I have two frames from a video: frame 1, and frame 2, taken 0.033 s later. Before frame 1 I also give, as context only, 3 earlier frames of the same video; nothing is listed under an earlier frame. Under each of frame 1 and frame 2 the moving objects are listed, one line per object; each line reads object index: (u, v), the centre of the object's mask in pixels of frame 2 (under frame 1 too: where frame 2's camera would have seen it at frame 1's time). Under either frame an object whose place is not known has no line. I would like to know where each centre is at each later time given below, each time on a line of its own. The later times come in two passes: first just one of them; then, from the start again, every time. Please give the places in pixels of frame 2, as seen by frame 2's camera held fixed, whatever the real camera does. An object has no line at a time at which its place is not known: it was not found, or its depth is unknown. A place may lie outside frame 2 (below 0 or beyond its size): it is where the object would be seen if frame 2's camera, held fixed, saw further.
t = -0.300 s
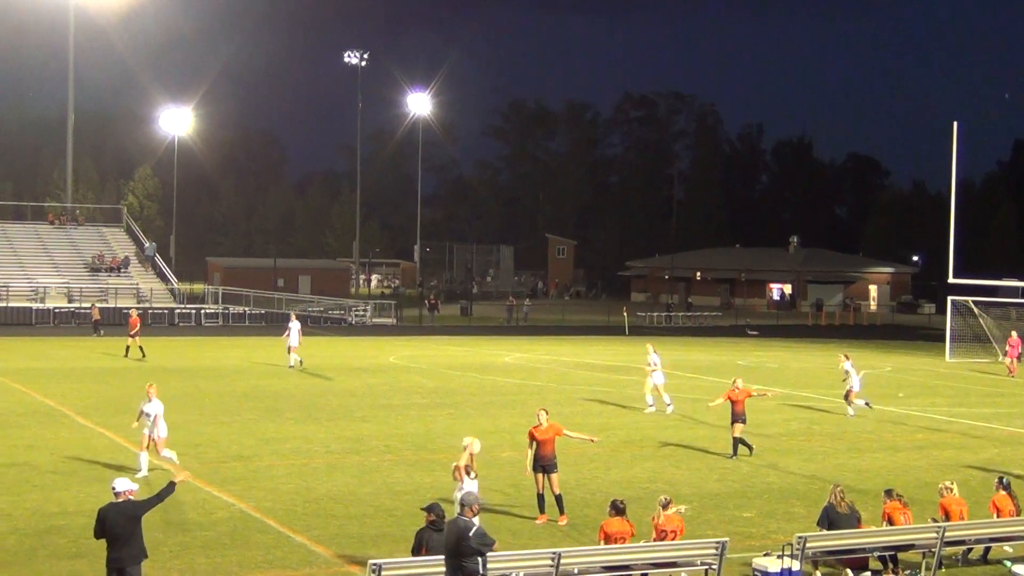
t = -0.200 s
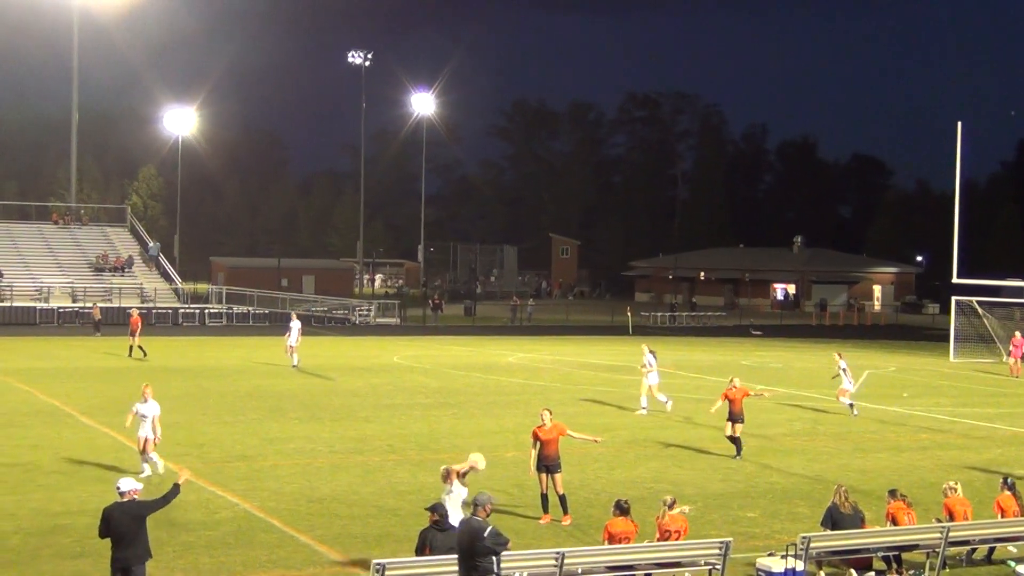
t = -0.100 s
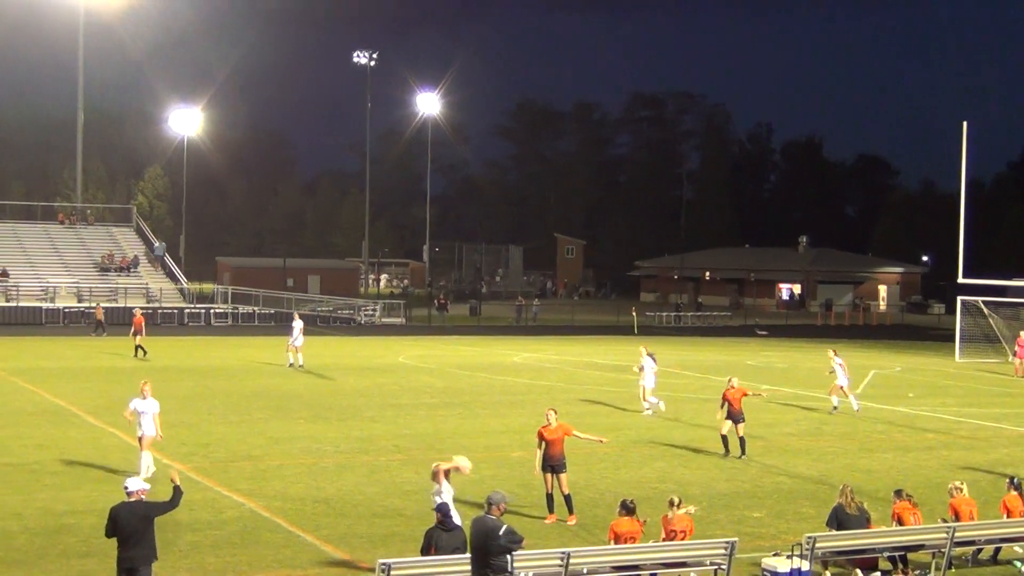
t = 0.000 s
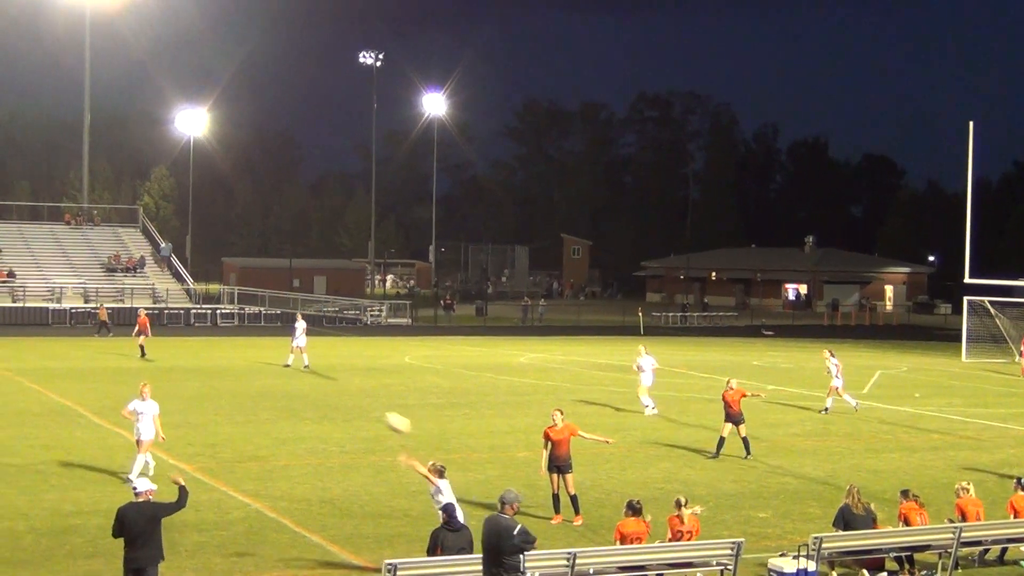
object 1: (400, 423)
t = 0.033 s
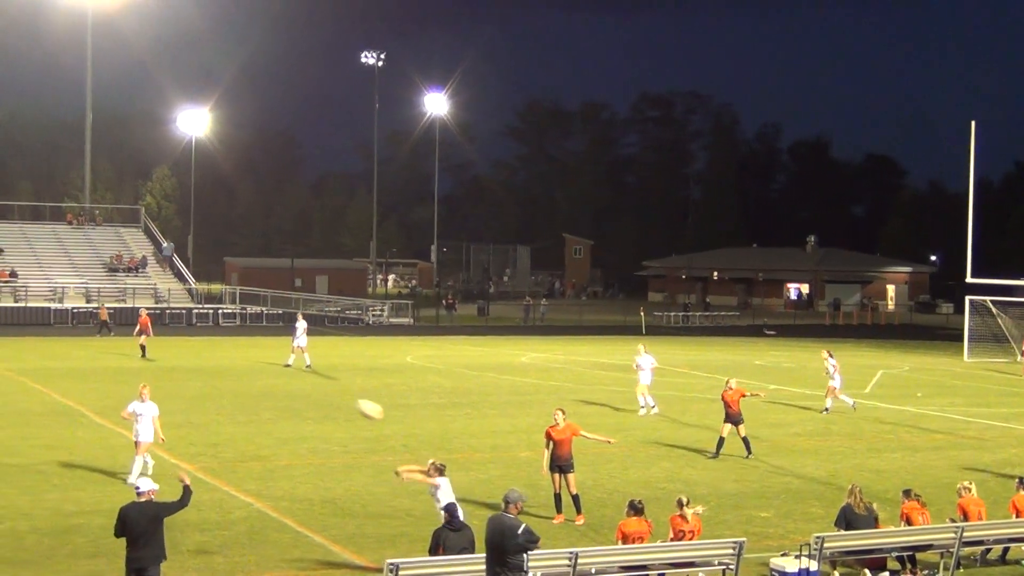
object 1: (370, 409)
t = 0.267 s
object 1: (155, 345)
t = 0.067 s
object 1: (340, 397)
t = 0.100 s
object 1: (309, 386)
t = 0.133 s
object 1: (279, 376)
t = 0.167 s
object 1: (247, 367)
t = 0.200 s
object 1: (218, 359)
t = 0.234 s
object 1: (186, 351)
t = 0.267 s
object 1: (155, 345)
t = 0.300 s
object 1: (122, 339)
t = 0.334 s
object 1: (91, 334)
